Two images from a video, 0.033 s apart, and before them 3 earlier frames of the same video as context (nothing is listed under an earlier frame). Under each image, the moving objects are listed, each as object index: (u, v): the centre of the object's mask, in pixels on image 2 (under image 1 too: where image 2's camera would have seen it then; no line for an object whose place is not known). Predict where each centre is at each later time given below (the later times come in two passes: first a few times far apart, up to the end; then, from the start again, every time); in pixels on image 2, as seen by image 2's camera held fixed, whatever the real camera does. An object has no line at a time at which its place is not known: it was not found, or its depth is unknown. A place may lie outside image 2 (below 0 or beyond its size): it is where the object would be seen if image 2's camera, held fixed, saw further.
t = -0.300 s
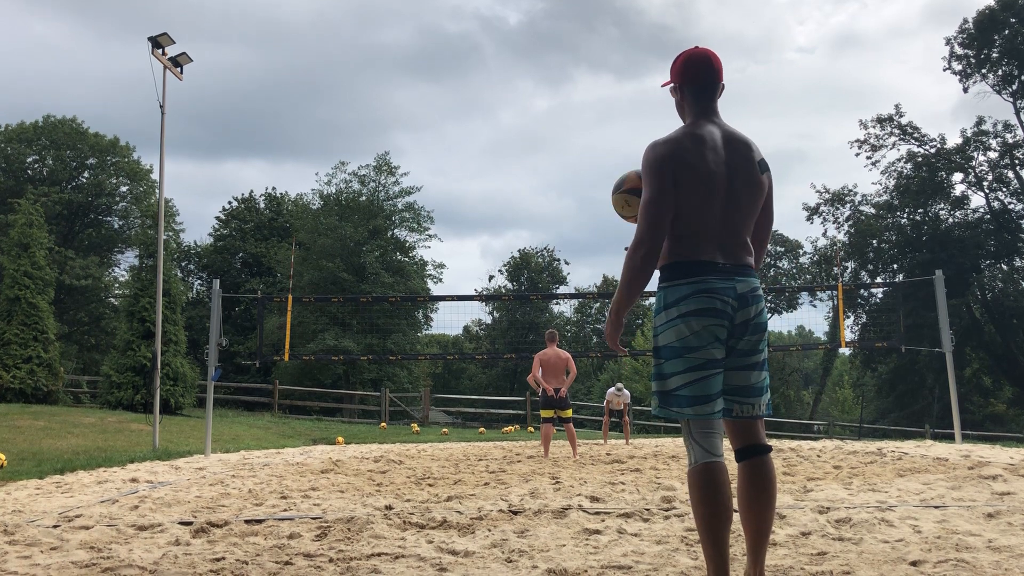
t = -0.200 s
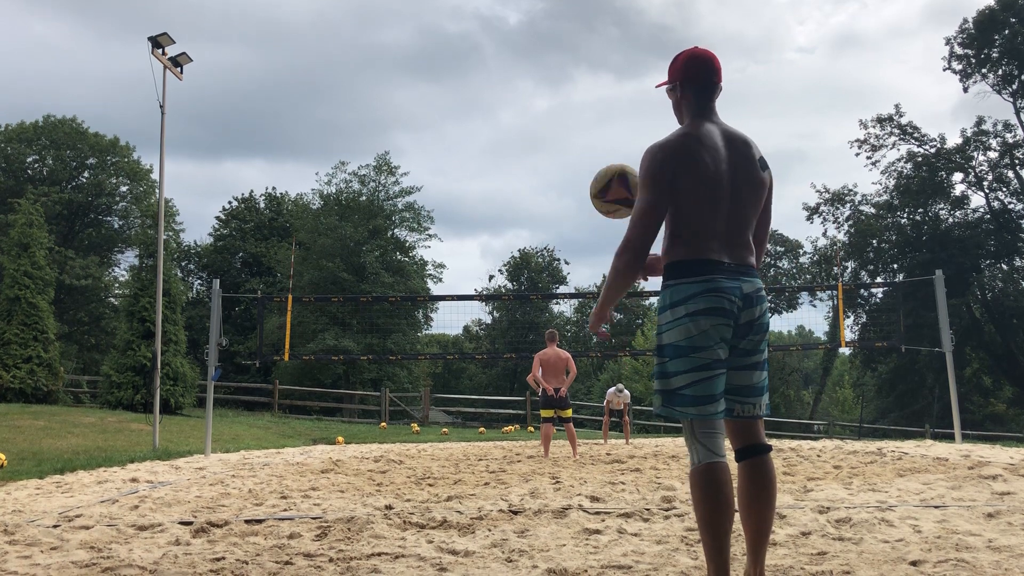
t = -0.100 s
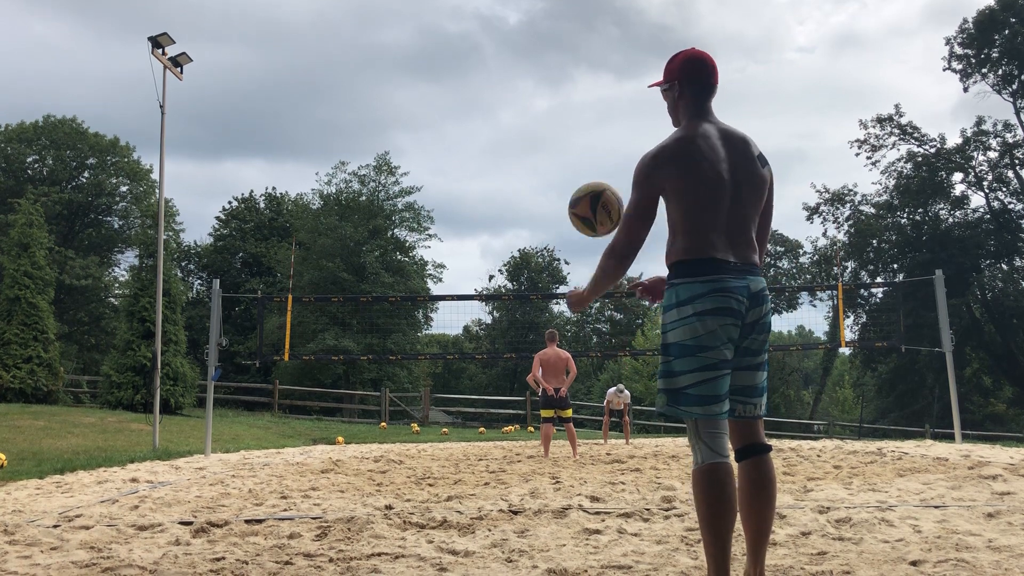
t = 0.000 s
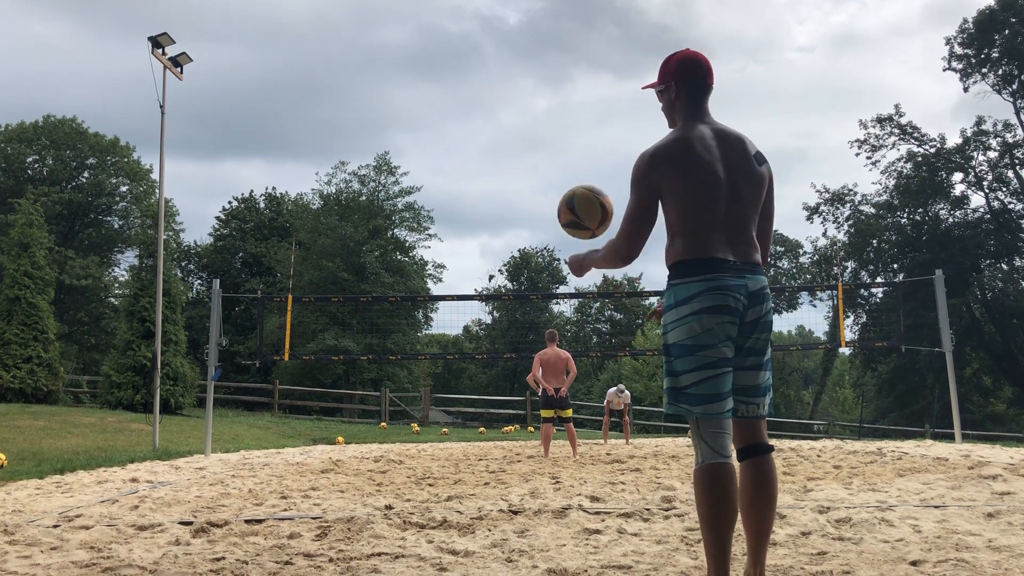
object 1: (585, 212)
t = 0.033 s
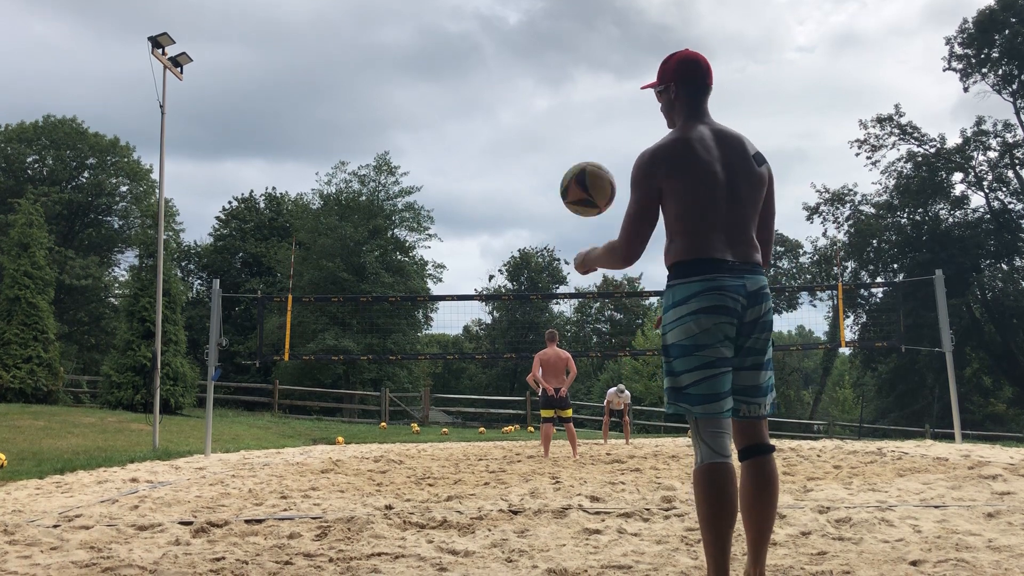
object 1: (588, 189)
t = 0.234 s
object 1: (605, 105)
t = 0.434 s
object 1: (626, 116)
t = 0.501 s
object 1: (632, 141)
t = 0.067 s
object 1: (591, 169)
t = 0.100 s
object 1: (593, 151)
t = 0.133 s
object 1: (596, 136)
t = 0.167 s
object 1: (599, 123)
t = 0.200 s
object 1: (602, 113)
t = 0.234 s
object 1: (605, 105)
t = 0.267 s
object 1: (608, 100)
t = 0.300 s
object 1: (611, 98)
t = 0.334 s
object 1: (615, 98)
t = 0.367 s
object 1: (618, 101)
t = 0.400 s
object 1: (622, 107)
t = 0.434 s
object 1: (626, 116)
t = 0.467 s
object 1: (630, 127)
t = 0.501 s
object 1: (632, 141)
